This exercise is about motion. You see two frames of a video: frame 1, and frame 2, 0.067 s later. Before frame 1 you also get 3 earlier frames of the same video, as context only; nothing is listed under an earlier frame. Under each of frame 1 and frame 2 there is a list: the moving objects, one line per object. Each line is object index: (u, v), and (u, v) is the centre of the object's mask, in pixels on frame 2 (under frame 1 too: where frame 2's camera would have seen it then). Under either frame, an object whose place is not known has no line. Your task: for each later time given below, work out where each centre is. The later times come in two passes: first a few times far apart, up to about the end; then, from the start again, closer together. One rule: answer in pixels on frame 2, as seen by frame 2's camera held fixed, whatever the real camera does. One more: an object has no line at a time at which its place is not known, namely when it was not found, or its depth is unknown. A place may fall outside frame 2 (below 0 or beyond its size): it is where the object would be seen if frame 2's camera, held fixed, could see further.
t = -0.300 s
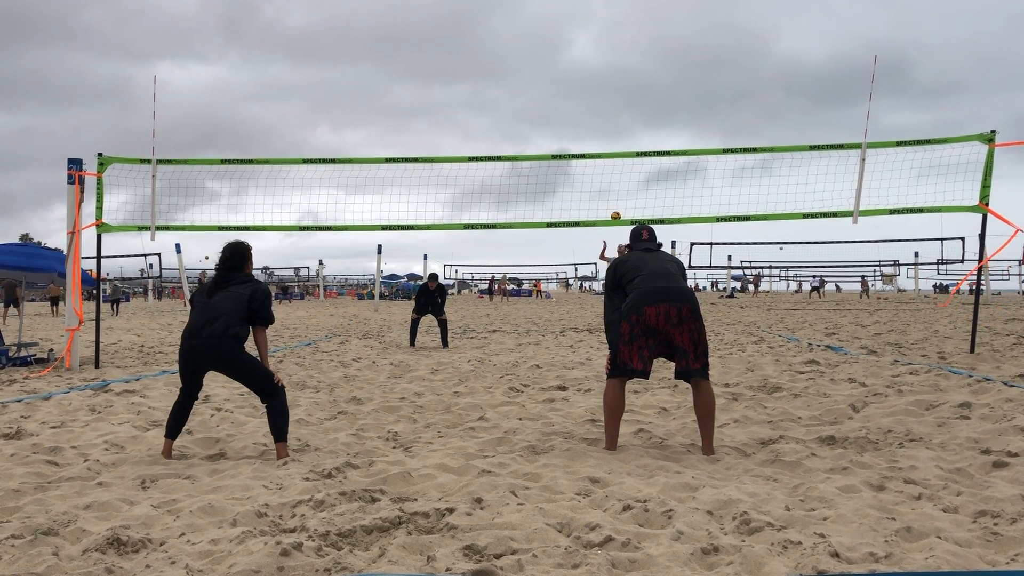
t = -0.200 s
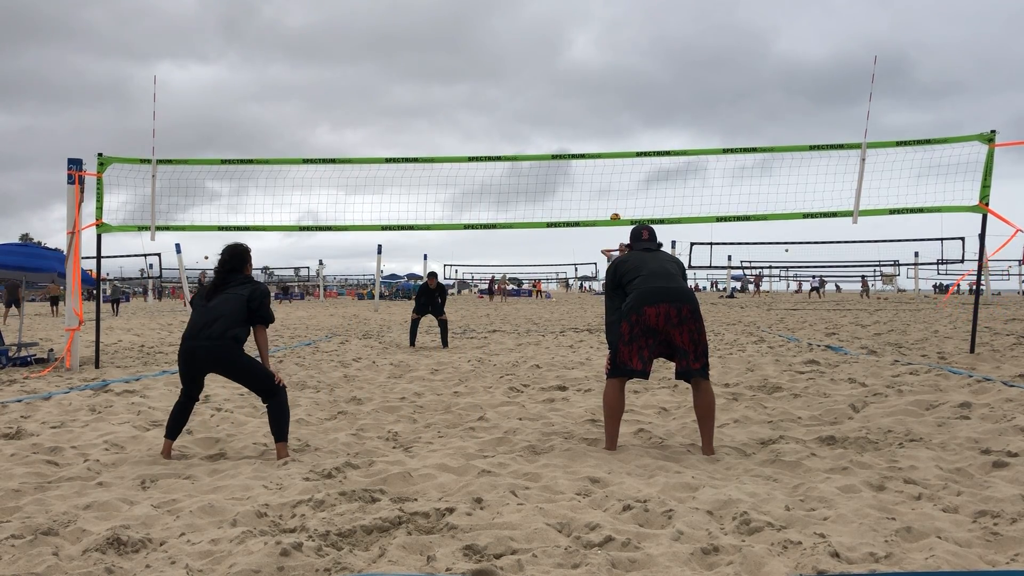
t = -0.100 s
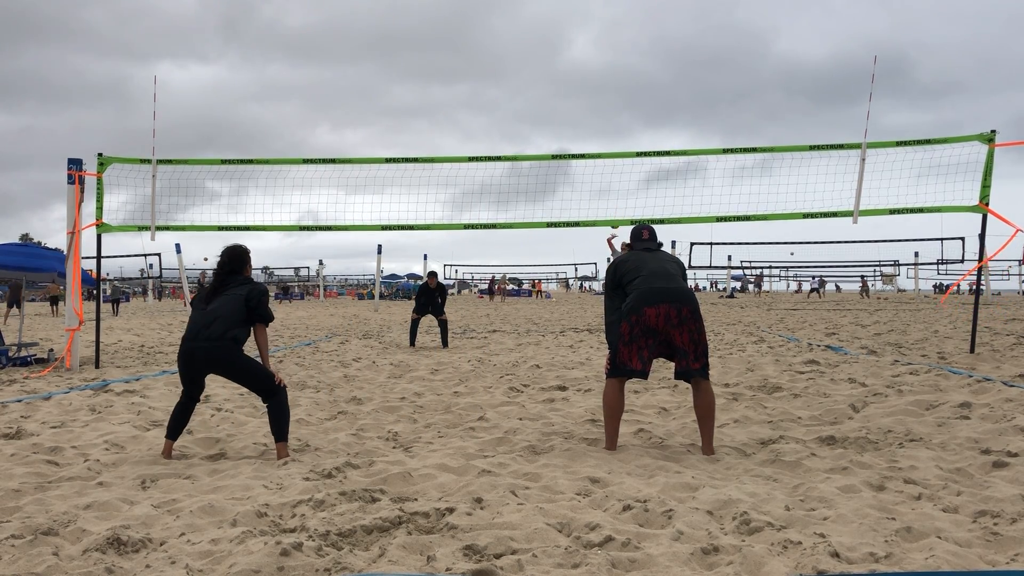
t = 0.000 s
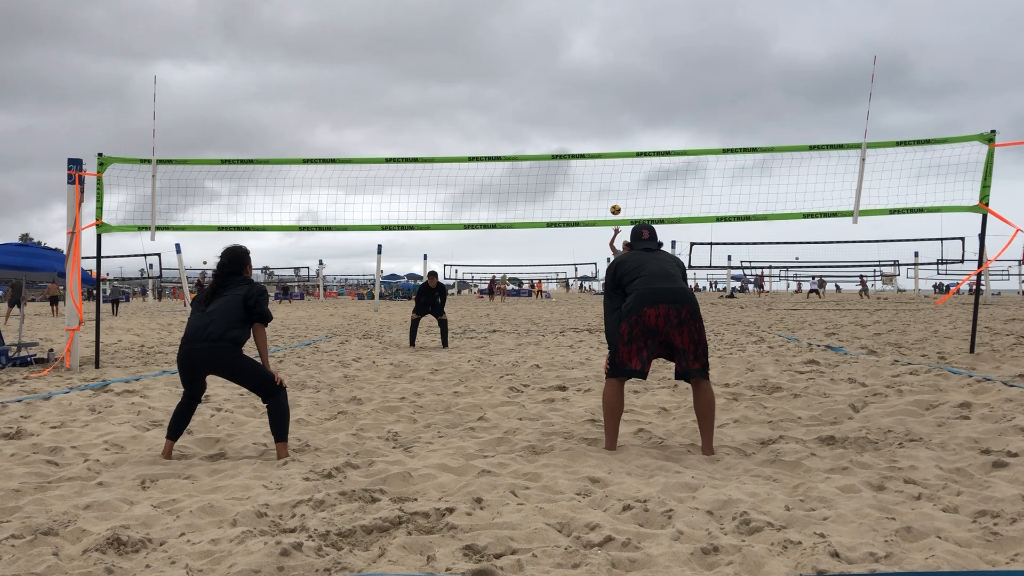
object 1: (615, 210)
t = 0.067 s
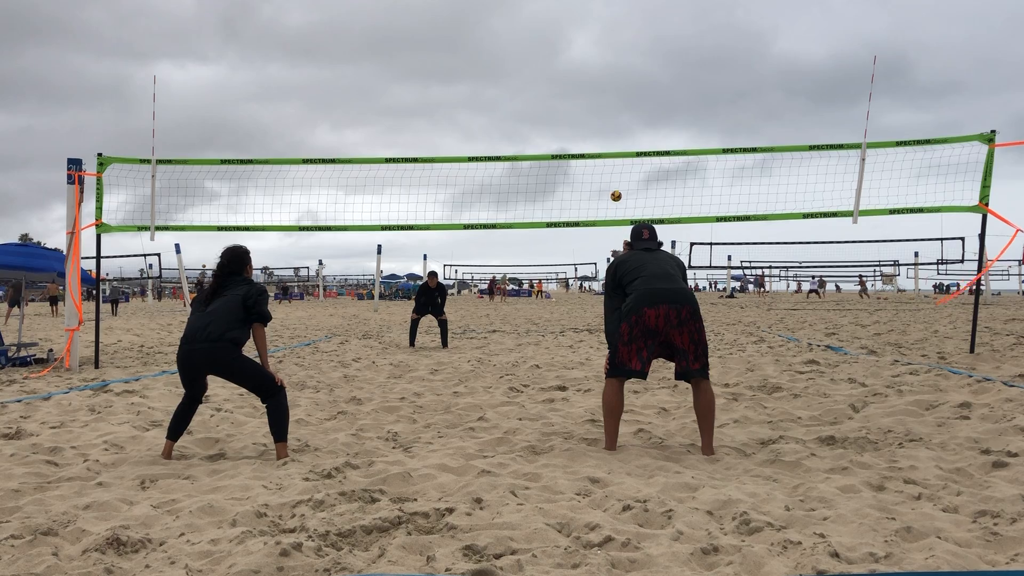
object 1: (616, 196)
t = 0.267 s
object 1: (616, 163)
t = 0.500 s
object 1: (606, 148)
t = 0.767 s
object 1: (588, 197)
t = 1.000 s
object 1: (576, 211)
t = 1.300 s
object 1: (565, 261)
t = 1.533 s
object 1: (558, 341)
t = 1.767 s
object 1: (548, 320)
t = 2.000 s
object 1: (538, 319)
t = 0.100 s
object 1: (616, 189)
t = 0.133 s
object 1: (616, 183)
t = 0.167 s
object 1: (616, 177)
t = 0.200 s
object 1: (616, 172)
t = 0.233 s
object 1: (616, 168)
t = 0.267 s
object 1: (616, 163)
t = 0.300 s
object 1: (615, 161)
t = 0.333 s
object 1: (615, 160)
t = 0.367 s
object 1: (613, 149)
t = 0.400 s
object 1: (612, 149)
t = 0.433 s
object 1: (610, 148)
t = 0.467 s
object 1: (608, 148)
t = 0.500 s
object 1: (606, 148)
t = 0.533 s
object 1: (604, 149)
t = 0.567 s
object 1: (601, 161)
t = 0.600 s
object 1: (599, 163)
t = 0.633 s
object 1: (596, 165)
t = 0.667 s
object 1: (593, 171)
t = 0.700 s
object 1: (590, 177)
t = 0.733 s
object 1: (589, 186)
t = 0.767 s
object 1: (588, 197)
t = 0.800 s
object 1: (586, 206)
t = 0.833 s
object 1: (583, 211)
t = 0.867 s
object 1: (581, 212)
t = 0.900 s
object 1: (579, 211)
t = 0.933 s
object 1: (578, 210)
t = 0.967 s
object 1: (577, 210)
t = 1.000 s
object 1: (576, 211)
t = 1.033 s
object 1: (575, 214)
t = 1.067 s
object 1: (574, 217)
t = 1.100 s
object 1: (572, 221)
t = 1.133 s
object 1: (571, 226)
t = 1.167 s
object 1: (570, 232)
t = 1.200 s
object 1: (569, 238)
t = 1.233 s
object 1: (568, 245)
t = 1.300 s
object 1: (565, 261)
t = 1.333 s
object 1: (564, 270)
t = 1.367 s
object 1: (563, 281)
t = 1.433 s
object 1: (561, 303)
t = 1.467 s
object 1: (560, 315)
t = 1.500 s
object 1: (559, 327)
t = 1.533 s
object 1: (558, 341)
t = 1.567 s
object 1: (557, 352)
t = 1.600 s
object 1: (555, 346)
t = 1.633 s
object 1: (554, 339)
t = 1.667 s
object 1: (552, 333)
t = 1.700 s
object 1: (551, 328)
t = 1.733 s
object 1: (549, 324)
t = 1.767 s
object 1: (548, 320)
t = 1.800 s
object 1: (547, 318)
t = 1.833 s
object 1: (545, 316)
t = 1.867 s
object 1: (543, 315)
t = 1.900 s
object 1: (542, 315)
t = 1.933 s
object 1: (541, 315)
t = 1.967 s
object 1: (539, 317)
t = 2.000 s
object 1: (538, 319)
